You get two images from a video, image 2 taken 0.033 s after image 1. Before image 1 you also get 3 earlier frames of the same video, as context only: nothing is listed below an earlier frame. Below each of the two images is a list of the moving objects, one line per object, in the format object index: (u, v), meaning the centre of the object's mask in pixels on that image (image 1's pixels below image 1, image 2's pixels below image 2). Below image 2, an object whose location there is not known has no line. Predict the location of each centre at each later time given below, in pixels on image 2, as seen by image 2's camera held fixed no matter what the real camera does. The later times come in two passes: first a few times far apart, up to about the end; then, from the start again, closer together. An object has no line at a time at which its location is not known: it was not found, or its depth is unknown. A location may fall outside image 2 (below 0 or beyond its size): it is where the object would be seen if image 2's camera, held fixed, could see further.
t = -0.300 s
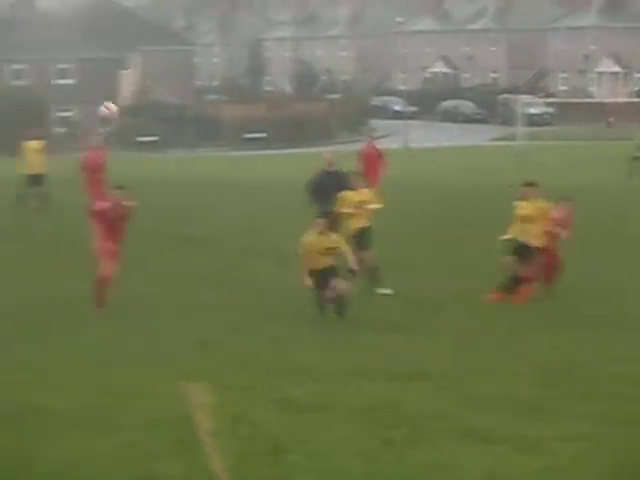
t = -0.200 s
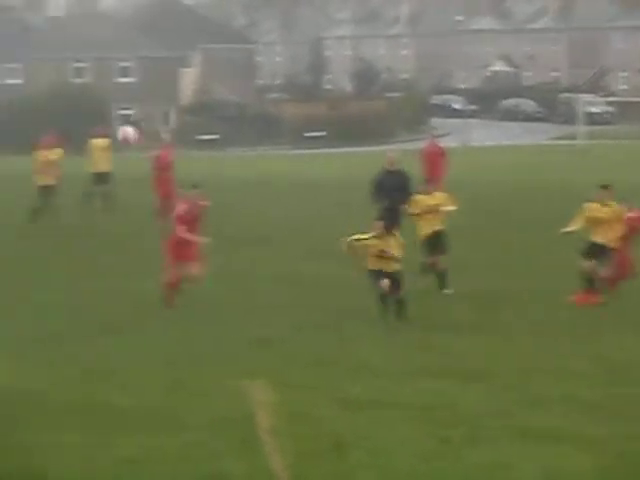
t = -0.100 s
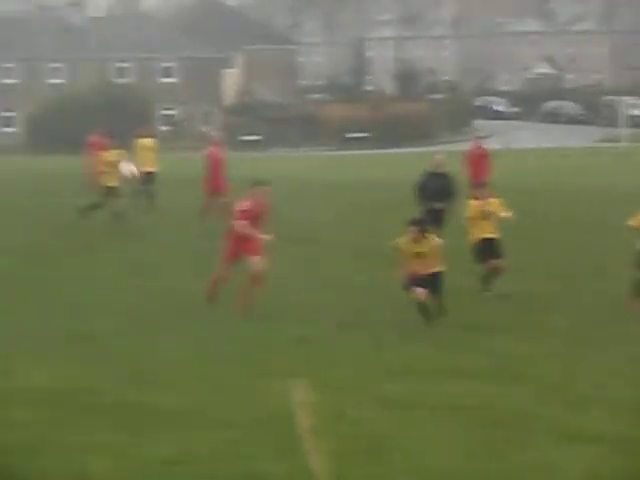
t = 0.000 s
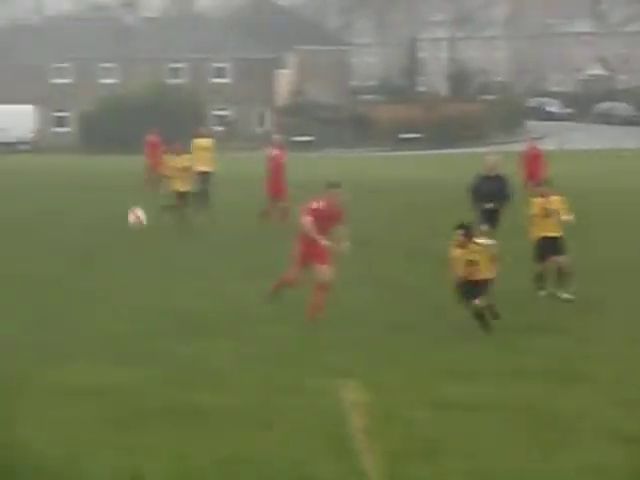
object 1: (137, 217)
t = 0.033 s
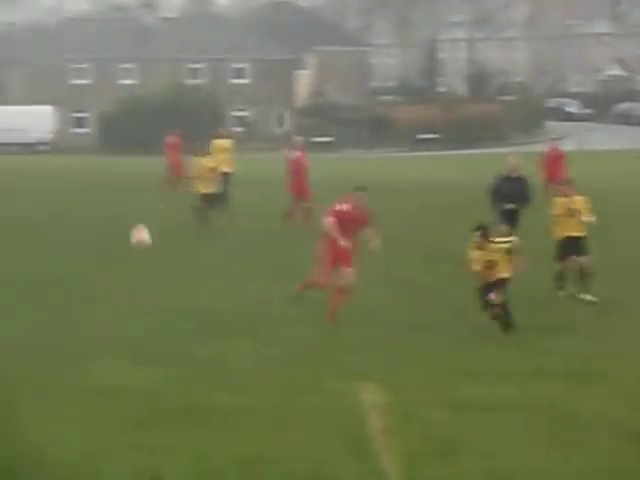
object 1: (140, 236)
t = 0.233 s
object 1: (55, 341)
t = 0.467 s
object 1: (21, 260)
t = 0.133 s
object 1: (95, 298)
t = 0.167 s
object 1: (77, 322)
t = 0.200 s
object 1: (61, 347)
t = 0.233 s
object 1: (55, 341)
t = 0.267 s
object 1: (47, 328)
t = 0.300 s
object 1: (45, 313)
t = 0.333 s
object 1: (41, 301)
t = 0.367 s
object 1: (36, 289)
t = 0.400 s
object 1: (32, 278)
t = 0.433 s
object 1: (26, 268)
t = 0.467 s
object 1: (21, 260)
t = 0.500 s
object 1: (15, 254)
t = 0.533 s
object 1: (11, 247)
